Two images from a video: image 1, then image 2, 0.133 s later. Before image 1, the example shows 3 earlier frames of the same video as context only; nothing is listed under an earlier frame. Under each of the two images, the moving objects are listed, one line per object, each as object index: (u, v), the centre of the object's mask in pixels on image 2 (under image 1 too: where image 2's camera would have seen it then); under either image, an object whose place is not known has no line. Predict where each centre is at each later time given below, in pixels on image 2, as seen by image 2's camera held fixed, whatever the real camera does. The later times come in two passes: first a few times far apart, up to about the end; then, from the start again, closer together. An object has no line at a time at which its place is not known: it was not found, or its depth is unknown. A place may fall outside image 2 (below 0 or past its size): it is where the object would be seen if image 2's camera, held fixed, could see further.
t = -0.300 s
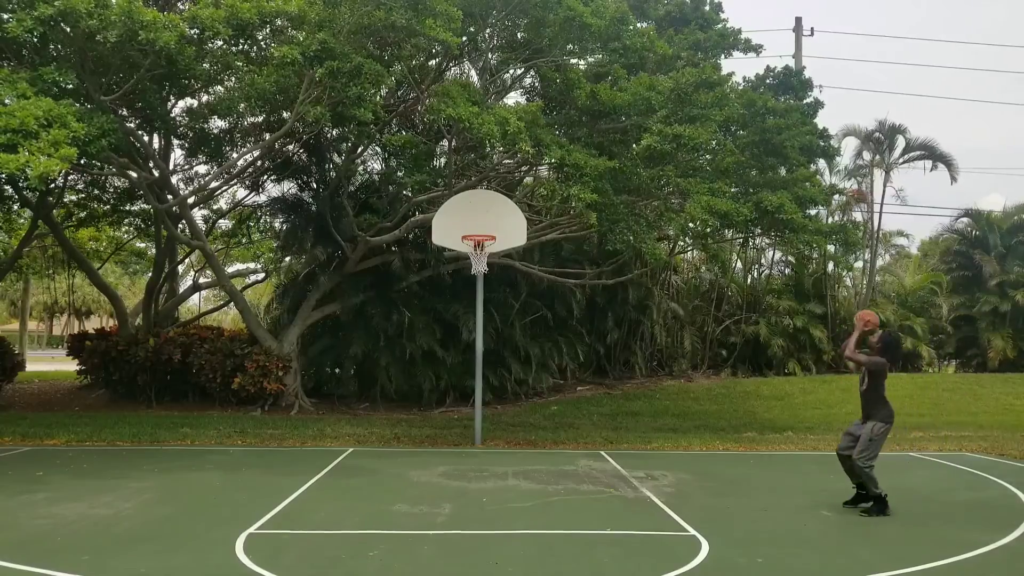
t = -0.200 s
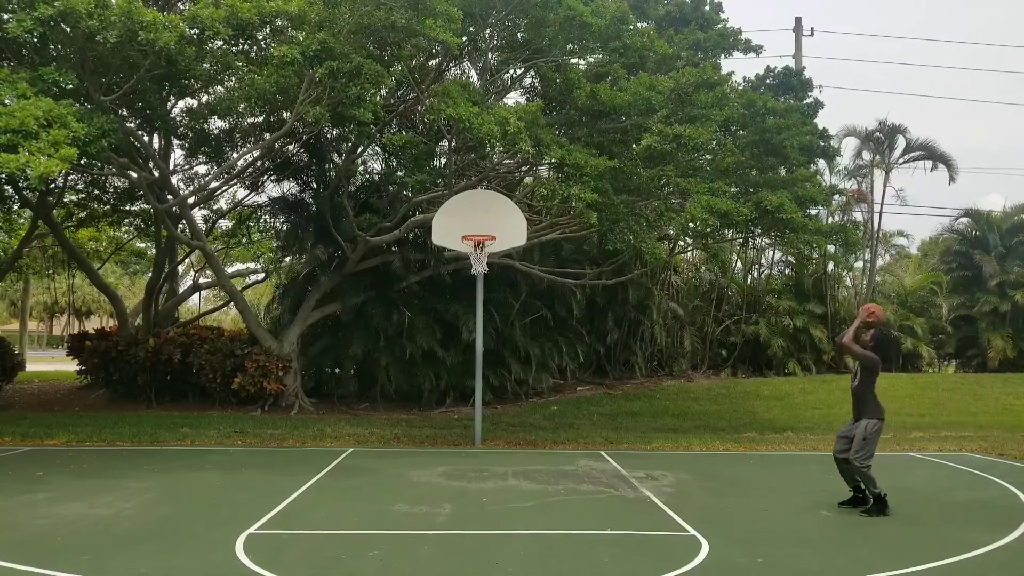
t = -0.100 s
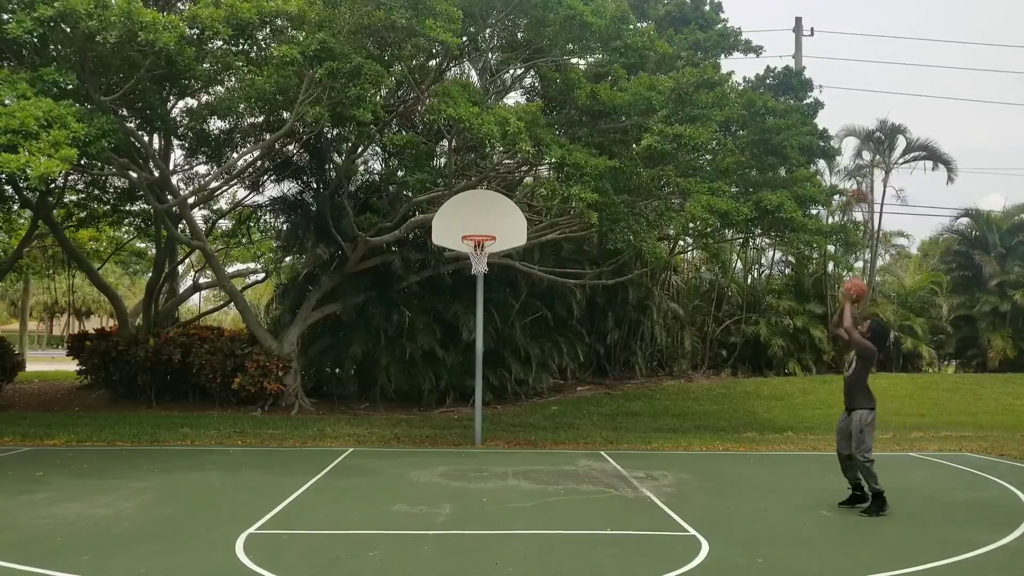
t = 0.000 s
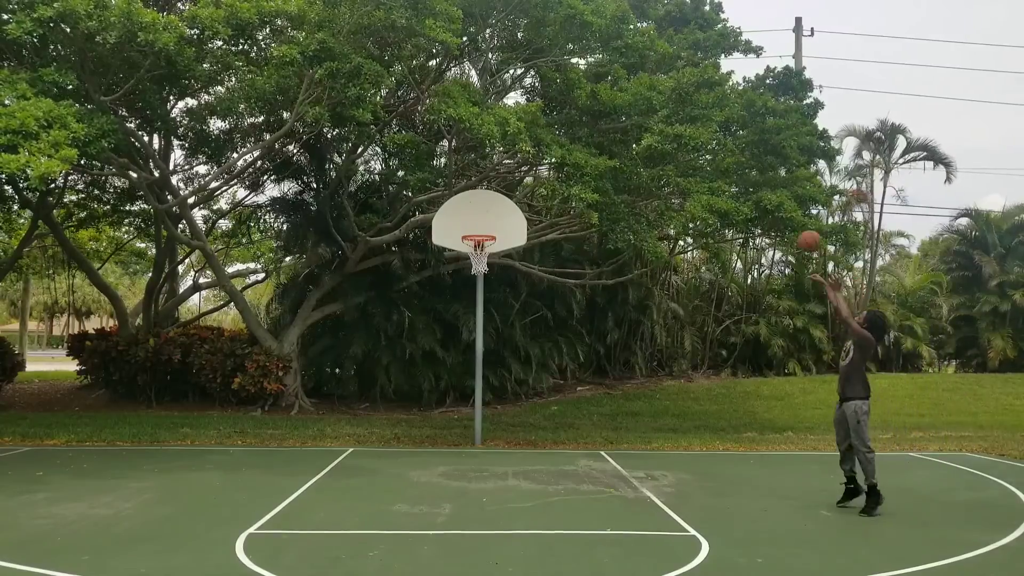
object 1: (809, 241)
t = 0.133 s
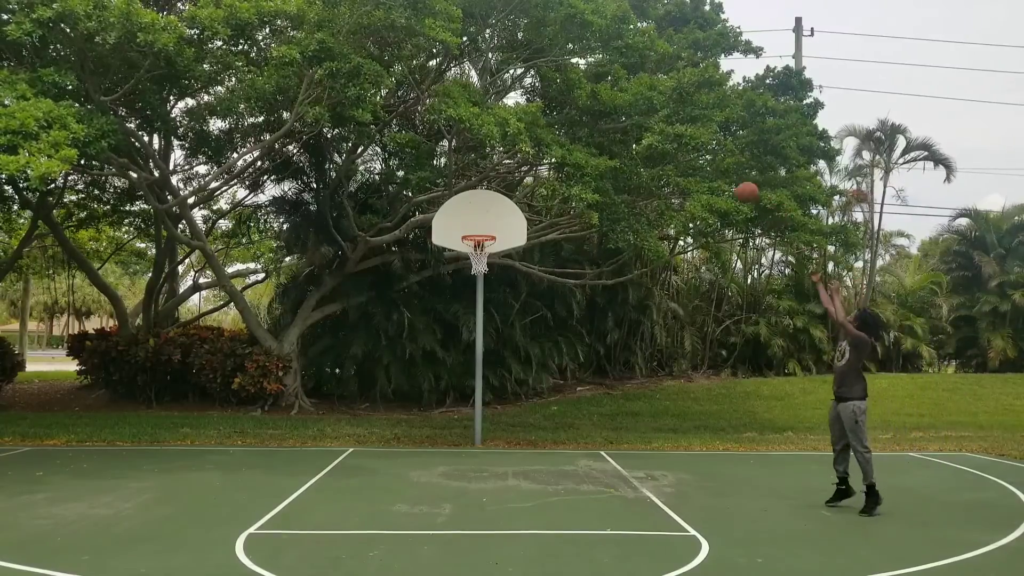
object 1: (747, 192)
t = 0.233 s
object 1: (705, 168)
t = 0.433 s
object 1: (630, 150)
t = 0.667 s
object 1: (555, 170)
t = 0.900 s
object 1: (492, 224)
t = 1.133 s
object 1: (466, 276)
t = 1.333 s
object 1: (456, 333)
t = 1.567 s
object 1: (442, 446)
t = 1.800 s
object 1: (458, 386)
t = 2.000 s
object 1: (478, 341)
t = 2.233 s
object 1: (500, 329)
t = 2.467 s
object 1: (523, 361)
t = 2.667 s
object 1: (545, 429)
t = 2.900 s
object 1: (572, 436)
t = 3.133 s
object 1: (598, 395)
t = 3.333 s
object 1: (625, 398)
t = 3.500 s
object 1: (649, 433)
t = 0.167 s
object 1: (732, 183)
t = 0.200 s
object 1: (718, 175)
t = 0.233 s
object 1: (705, 168)
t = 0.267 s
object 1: (691, 162)
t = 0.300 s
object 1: (678, 158)
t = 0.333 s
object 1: (666, 155)
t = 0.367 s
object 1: (653, 152)
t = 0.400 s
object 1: (641, 150)
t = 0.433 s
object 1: (630, 150)
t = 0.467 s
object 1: (618, 151)
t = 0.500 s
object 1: (607, 152)
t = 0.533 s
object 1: (597, 154)
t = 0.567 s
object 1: (586, 156)
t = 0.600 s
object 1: (575, 160)
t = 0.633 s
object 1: (565, 163)
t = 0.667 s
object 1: (555, 170)
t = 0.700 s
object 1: (545, 175)
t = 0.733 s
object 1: (536, 181)
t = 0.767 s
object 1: (527, 189)
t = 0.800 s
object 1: (518, 197)
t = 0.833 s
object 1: (509, 205)
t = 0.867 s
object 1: (500, 214)
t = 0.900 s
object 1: (492, 224)
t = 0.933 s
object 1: (484, 232)
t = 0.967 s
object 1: (476, 246)
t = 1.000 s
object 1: (472, 252)
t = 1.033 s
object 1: (468, 259)
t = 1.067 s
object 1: (468, 268)
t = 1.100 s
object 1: (468, 269)
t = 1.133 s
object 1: (466, 276)
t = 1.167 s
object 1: (465, 284)
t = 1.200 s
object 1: (463, 292)
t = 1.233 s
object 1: (461, 300)
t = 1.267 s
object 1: (459, 311)
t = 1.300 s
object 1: (458, 322)
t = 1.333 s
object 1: (456, 333)
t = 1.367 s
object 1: (454, 347)
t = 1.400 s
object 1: (452, 360)
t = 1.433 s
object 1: (450, 375)
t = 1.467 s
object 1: (448, 391)
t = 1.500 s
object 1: (446, 408)
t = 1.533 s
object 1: (444, 426)
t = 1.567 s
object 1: (442, 446)
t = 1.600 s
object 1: (440, 460)
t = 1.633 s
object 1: (443, 444)
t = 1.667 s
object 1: (446, 430)
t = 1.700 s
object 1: (449, 419)
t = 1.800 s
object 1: (458, 386)
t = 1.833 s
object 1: (462, 376)
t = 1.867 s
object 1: (465, 368)
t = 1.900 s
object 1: (468, 360)
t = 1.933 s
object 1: (470, 353)
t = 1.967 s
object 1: (474, 346)
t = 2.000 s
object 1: (478, 341)
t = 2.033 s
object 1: (481, 337)
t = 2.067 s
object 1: (484, 333)
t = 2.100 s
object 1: (487, 330)
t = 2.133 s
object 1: (490, 329)
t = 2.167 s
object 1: (493, 328)
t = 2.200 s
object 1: (496, 328)
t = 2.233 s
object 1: (500, 329)
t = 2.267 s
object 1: (503, 330)
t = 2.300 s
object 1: (506, 333)
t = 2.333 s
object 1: (510, 337)
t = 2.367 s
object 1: (513, 341)
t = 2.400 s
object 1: (516, 347)
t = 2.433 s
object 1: (520, 354)
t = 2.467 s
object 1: (523, 361)
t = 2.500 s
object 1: (527, 370)
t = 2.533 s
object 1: (530, 380)
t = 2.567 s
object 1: (534, 391)
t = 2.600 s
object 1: (538, 402)
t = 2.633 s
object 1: (542, 415)
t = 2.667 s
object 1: (545, 429)
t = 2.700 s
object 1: (549, 445)
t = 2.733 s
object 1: (553, 463)
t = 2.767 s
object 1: (557, 479)
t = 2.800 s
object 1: (561, 467)
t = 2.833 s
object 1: (564, 456)
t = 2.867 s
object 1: (568, 445)
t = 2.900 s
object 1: (572, 436)
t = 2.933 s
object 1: (576, 427)
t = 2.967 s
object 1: (579, 419)
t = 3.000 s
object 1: (583, 412)
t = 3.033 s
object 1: (587, 407)
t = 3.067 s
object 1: (591, 401)
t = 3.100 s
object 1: (595, 398)
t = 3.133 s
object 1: (598, 395)
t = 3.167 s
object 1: (603, 393)
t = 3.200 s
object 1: (607, 392)
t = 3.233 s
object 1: (611, 391)
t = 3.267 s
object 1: (616, 393)
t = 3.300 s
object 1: (620, 394)
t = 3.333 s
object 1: (625, 398)
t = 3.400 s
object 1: (634, 408)
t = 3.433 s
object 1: (639, 415)
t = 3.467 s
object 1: (643, 424)
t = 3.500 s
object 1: (649, 433)
